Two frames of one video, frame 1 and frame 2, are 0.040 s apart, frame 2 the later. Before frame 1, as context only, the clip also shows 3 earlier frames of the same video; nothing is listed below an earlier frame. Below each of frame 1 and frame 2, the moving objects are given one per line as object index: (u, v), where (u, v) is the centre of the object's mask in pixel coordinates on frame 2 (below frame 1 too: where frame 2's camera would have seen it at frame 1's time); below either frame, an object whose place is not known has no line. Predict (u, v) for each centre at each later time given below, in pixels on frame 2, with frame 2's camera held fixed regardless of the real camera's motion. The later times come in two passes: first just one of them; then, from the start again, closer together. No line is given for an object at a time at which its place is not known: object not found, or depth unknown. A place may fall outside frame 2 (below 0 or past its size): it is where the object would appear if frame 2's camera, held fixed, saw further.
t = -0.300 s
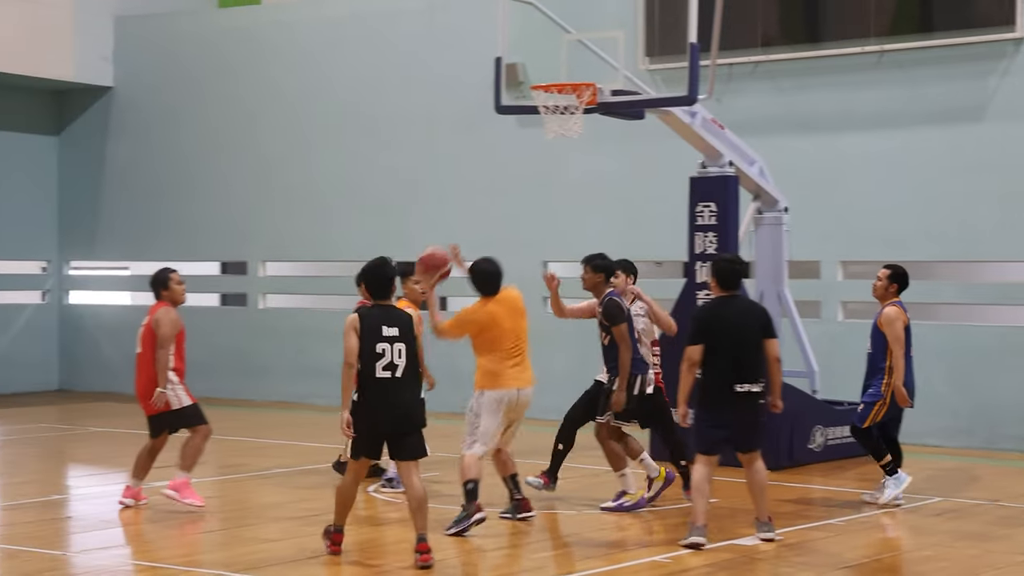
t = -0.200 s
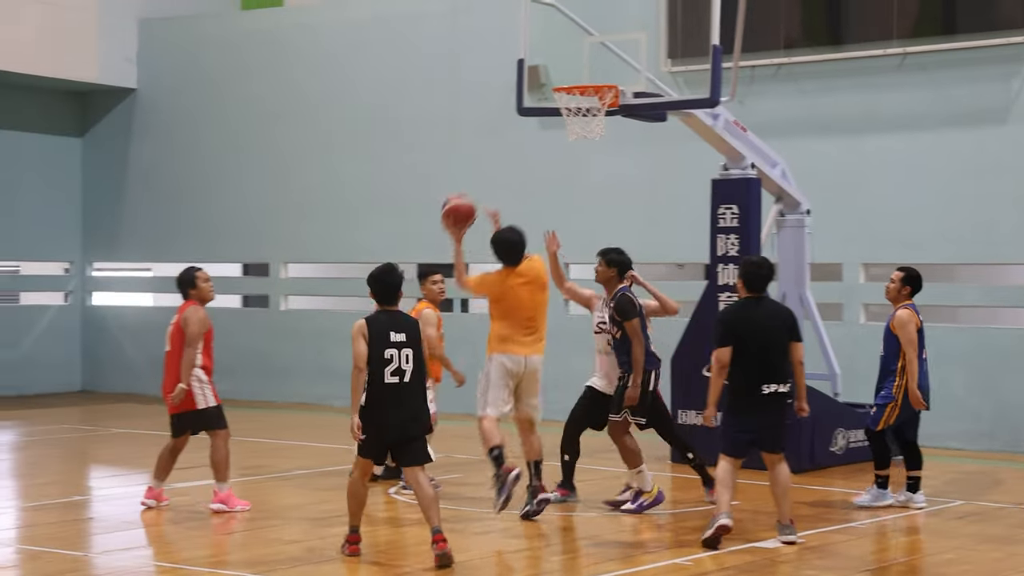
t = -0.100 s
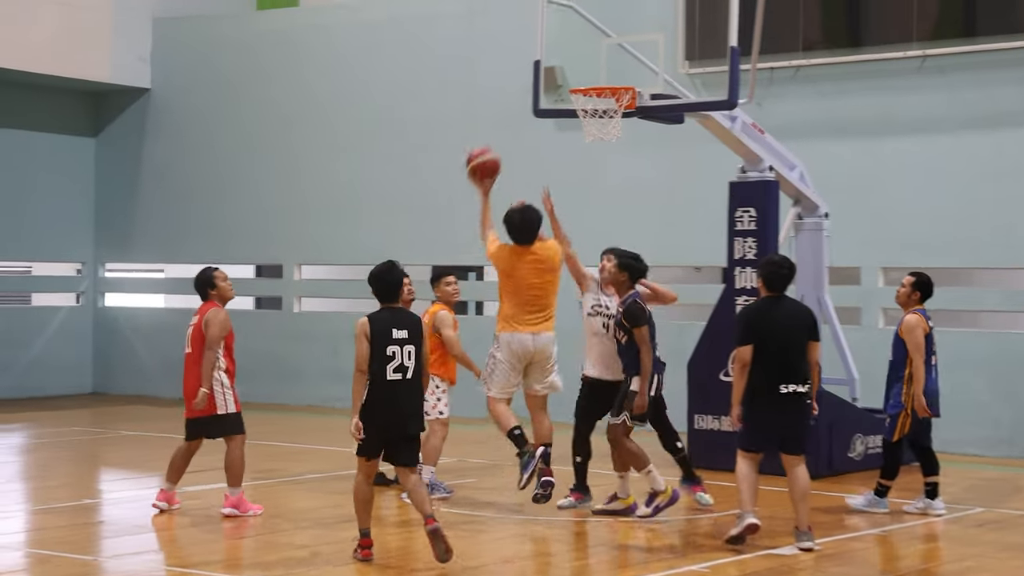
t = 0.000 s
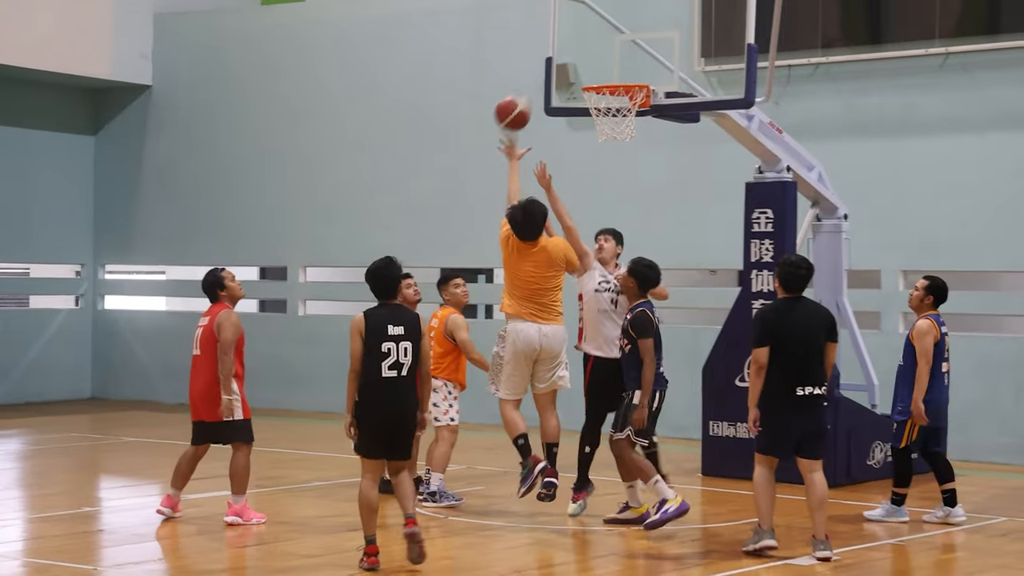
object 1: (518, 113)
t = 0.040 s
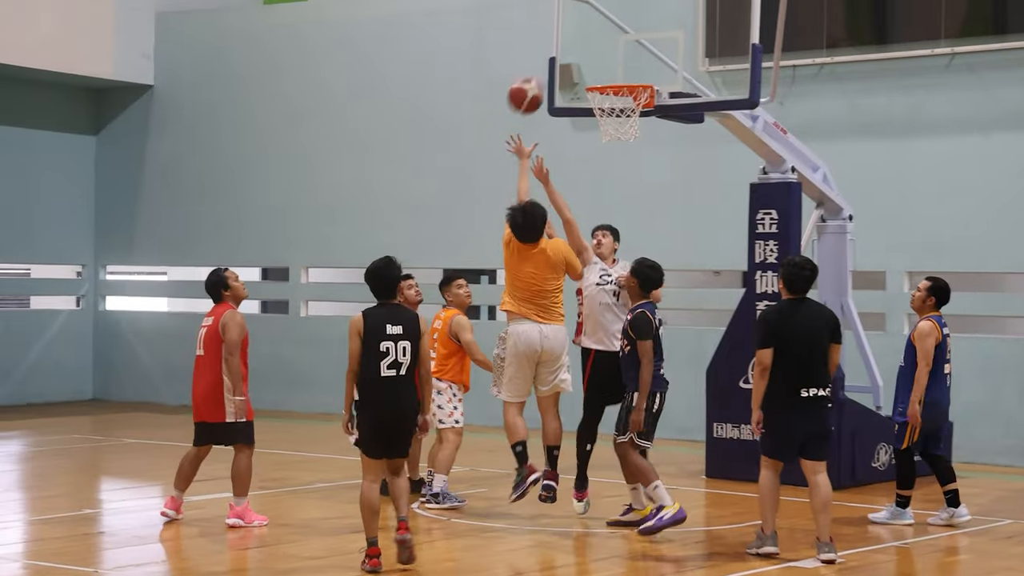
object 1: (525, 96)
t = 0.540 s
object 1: (631, 73)
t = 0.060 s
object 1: (530, 88)
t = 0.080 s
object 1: (534, 81)
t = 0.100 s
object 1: (539, 74)
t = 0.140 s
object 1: (548, 62)
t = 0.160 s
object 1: (552, 58)
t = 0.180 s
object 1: (557, 54)
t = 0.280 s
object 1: (579, 42)
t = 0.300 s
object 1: (583, 41)
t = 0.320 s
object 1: (587, 41)
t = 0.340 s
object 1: (591, 42)
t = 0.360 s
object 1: (595, 43)
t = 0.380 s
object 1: (600, 45)
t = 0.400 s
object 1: (603, 46)
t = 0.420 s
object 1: (607, 49)
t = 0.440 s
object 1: (611, 52)
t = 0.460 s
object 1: (615, 56)
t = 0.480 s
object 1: (619, 60)
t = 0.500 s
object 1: (623, 65)
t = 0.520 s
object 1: (627, 70)
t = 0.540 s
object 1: (631, 73)
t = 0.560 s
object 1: (634, 75)
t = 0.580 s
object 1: (629, 81)
